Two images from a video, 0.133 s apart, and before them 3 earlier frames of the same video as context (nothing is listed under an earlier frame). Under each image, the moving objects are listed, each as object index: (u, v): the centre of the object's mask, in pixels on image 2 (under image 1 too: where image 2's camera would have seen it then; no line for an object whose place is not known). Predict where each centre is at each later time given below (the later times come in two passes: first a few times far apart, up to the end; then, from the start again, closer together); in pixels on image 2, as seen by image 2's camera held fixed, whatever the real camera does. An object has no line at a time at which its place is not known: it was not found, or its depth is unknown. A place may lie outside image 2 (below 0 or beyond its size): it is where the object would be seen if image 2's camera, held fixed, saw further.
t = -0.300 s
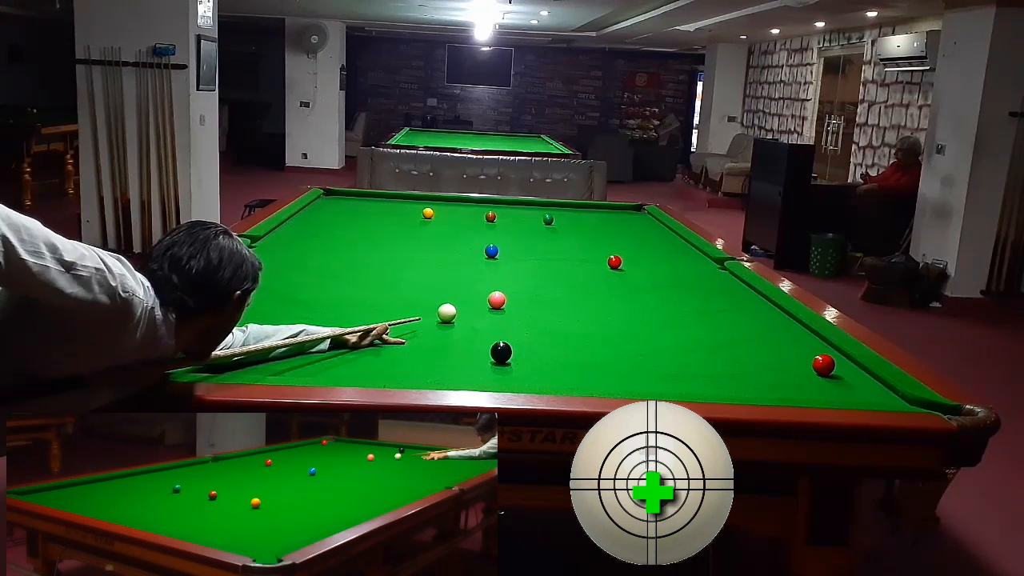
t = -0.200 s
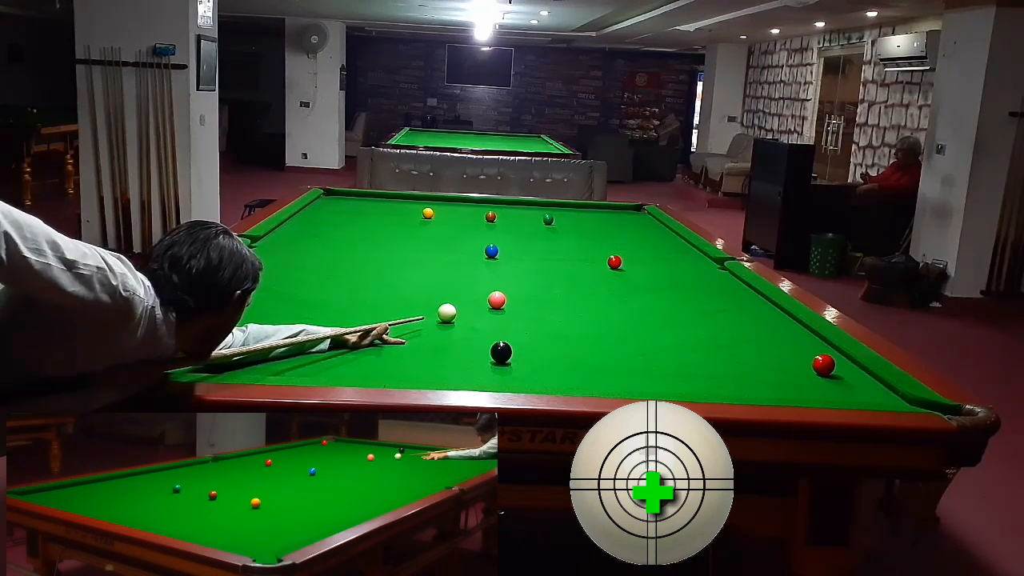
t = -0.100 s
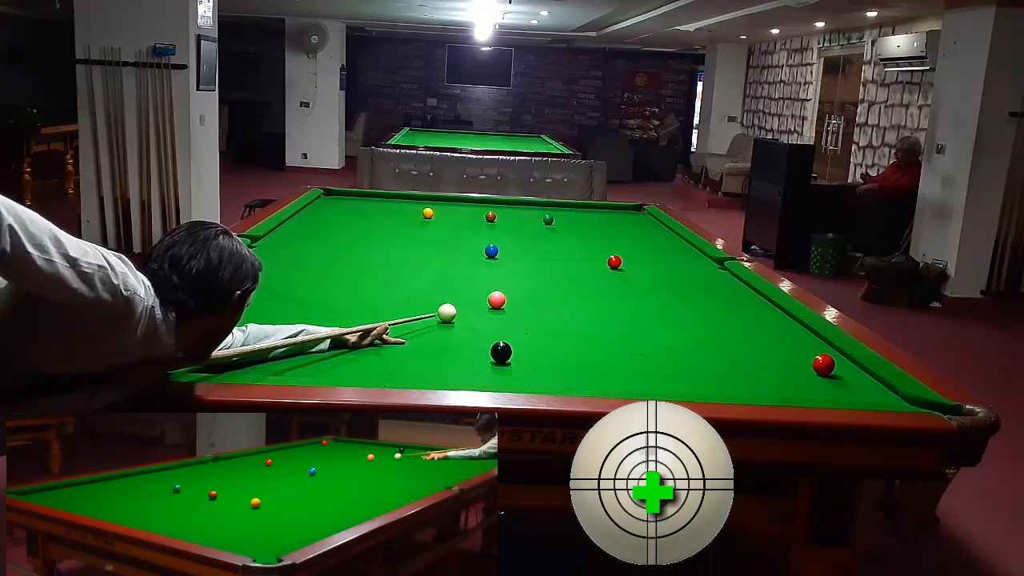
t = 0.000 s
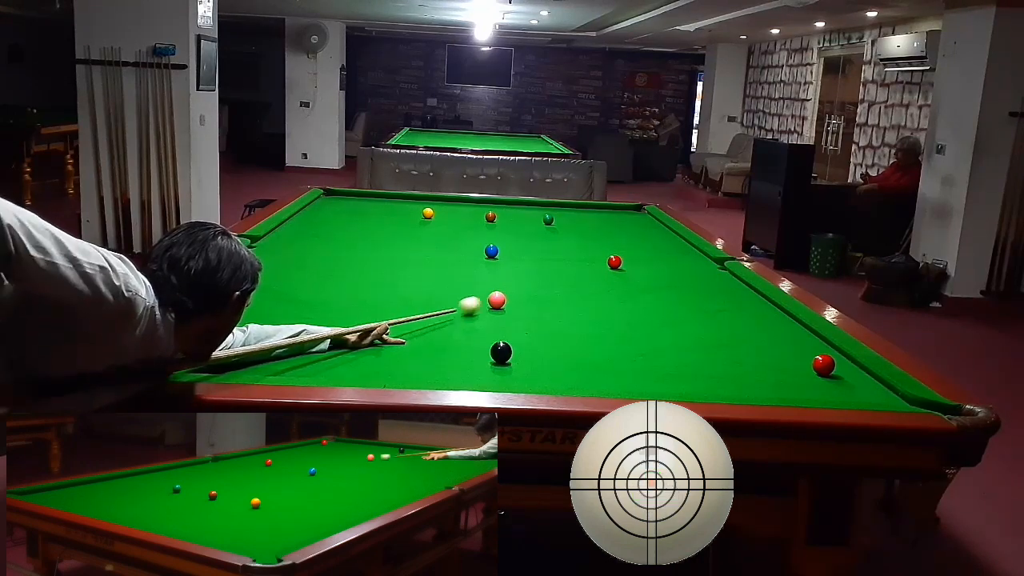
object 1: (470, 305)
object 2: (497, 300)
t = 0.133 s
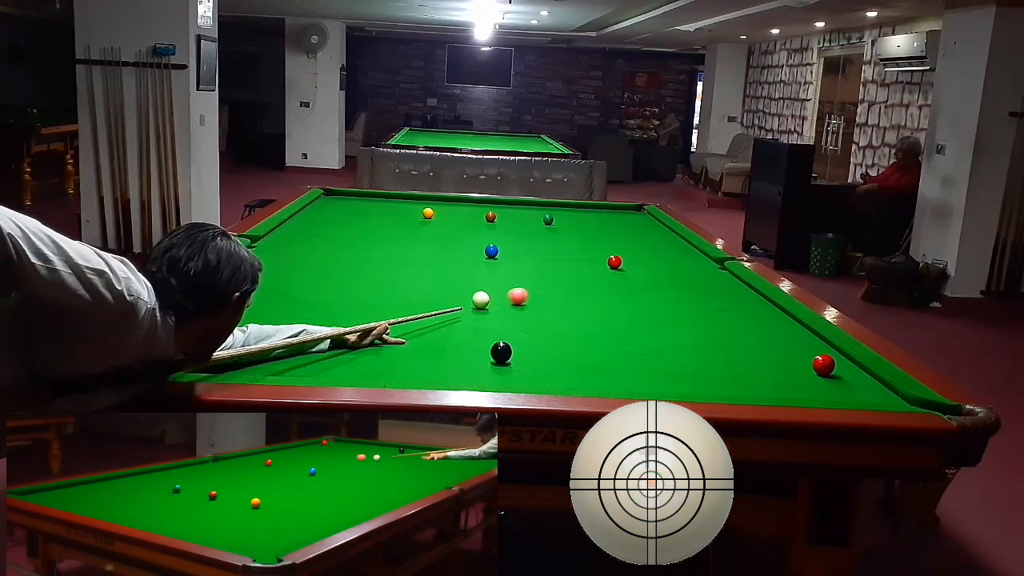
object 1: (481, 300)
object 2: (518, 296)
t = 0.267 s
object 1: (479, 296)
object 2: (544, 292)
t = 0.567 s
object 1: (477, 289)
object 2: (594, 283)
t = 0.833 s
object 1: (475, 284)
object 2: (632, 277)
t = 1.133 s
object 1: (473, 279)
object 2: (670, 271)
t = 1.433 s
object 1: (471, 275)
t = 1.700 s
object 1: (470, 272)
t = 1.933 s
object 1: (469, 270)
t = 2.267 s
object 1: (468, 267)
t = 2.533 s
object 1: (467, 266)
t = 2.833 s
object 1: (467, 265)
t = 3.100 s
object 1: (467, 265)
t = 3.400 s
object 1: (466, 264)
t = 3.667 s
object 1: (466, 265)
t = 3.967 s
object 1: (467, 265)
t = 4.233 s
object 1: (466, 265)
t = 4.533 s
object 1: (466, 265)
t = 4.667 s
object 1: (466, 265)
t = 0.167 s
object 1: (480, 299)
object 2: (525, 295)
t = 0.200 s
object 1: (480, 298)
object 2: (532, 294)
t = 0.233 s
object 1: (479, 297)
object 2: (538, 293)
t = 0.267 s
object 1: (479, 296)
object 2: (544, 292)
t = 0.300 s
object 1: (479, 295)
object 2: (550, 291)
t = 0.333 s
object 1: (479, 294)
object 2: (556, 290)
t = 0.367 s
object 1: (479, 294)
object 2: (561, 289)
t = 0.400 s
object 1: (478, 293)
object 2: (567, 288)
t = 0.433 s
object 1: (478, 292)
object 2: (573, 287)
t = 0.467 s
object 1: (478, 291)
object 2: (578, 286)
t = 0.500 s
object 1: (478, 290)
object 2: (584, 285)
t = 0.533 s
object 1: (477, 290)
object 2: (589, 284)
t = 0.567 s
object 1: (477, 289)
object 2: (594, 283)
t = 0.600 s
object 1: (477, 288)
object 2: (599, 282)
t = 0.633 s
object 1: (476, 288)
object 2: (604, 282)
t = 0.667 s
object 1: (476, 287)
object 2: (609, 281)
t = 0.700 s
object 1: (476, 286)
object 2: (614, 280)
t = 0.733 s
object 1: (476, 286)
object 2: (619, 279)
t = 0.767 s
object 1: (475, 285)
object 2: (623, 278)
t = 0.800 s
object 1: (475, 285)
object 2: (628, 278)
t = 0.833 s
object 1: (475, 284)
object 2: (632, 277)
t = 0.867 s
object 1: (475, 283)
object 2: (637, 276)
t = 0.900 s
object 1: (474, 283)
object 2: (641, 275)
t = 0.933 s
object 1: (474, 282)
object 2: (646, 275)
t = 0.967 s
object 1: (474, 282)
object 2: (650, 274)
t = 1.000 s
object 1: (474, 281)
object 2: (654, 273)
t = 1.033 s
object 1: (473, 280)
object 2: (658, 273)
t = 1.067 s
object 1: (473, 279)
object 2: (662, 272)
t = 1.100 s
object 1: (473, 279)
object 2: (666, 271)
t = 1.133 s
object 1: (473, 279)
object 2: (670, 271)
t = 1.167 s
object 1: (472, 278)
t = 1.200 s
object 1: (472, 278)
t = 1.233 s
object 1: (472, 277)
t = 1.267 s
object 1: (472, 277)
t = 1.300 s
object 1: (472, 276)
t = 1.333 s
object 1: (472, 276)
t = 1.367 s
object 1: (471, 275)
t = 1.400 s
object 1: (471, 275)
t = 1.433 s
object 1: (471, 275)
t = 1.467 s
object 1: (471, 274)
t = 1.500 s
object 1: (471, 274)
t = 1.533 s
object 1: (470, 273)
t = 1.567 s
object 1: (470, 273)
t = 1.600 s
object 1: (470, 273)
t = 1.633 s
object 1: (470, 272)
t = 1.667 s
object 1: (470, 272)
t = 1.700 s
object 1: (470, 272)
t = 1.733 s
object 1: (470, 271)
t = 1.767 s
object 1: (469, 271)
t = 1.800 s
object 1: (469, 271)
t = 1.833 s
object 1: (469, 270)
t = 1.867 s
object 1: (469, 270)
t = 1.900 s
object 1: (469, 269)
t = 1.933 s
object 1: (469, 270)
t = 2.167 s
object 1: (468, 268)
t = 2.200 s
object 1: (468, 267)
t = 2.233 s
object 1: (468, 267)
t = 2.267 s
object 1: (468, 267)
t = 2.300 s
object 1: (468, 267)
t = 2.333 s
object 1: (468, 266)
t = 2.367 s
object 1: (468, 266)
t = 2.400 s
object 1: (468, 266)
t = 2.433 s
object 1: (467, 266)
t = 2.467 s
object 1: (467, 266)
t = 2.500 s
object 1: (467, 266)
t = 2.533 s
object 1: (467, 266)
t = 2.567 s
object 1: (467, 266)
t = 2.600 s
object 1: (467, 266)
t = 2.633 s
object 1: (467, 265)
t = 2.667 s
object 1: (467, 265)
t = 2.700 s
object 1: (467, 265)
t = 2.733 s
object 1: (467, 265)
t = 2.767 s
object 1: (467, 265)
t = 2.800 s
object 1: (467, 265)
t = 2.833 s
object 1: (467, 265)
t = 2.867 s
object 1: (467, 265)
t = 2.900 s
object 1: (467, 265)
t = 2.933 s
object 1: (467, 265)
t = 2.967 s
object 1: (467, 265)
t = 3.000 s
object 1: (467, 265)
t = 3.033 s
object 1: (467, 265)
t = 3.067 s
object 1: (467, 265)
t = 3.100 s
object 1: (467, 265)
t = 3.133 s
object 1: (466, 264)
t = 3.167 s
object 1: (466, 265)
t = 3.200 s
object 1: (466, 264)
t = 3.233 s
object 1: (466, 264)
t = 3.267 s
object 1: (466, 264)
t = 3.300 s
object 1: (466, 265)
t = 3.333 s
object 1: (466, 265)
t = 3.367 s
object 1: (466, 265)
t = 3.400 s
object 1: (466, 264)
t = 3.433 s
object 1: (466, 265)
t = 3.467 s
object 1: (466, 265)
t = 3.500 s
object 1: (466, 265)
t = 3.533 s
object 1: (466, 265)
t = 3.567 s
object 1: (466, 265)
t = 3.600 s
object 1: (466, 265)
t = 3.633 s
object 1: (466, 264)
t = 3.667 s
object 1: (466, 265)
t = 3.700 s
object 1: (466, 265)
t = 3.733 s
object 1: (466, 264)
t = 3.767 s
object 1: (466, 265)
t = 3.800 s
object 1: (467, 265)
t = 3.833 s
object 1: (467, 265)
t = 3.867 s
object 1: (467, 264)
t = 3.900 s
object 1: (467, 264)
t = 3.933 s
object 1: (467, 265)
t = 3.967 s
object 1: (467, 265)
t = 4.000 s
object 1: (467, 265)
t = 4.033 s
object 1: (466, 264)
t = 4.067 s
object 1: (466, 264)
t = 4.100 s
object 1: (466, 264)
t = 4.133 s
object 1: (466, 265)
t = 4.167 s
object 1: (466, 265)
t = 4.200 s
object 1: (466, 265)
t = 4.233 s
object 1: (466, 265)
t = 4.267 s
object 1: (466, 265)
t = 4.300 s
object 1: (466, 265)
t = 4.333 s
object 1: (466, 265)
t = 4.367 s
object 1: (466, 265)
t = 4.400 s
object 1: (466, 265)
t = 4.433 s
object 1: (466, 265)
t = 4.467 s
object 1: (466, 265)
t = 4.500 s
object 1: (466, 265)
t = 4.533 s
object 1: (466, 265)
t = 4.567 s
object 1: (466, 265)
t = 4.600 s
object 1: (466, 265)
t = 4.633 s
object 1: (466, 265)
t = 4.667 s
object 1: (466, 265)
